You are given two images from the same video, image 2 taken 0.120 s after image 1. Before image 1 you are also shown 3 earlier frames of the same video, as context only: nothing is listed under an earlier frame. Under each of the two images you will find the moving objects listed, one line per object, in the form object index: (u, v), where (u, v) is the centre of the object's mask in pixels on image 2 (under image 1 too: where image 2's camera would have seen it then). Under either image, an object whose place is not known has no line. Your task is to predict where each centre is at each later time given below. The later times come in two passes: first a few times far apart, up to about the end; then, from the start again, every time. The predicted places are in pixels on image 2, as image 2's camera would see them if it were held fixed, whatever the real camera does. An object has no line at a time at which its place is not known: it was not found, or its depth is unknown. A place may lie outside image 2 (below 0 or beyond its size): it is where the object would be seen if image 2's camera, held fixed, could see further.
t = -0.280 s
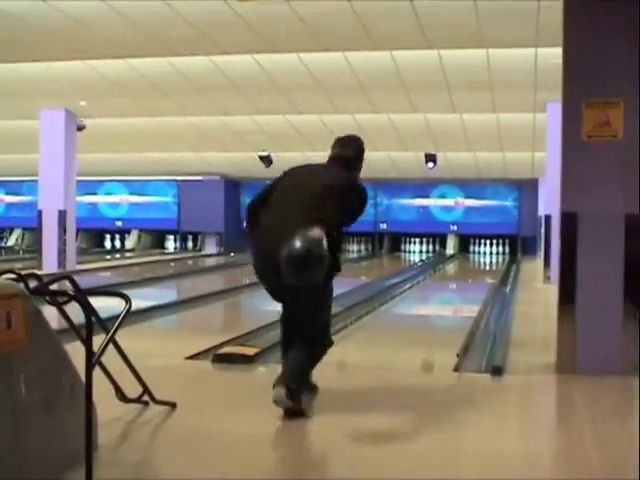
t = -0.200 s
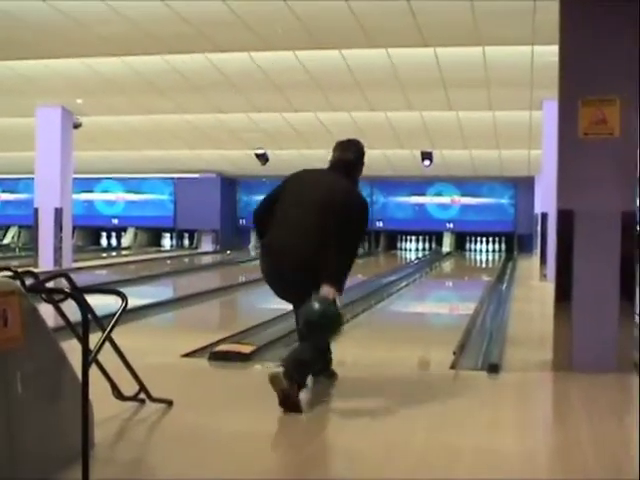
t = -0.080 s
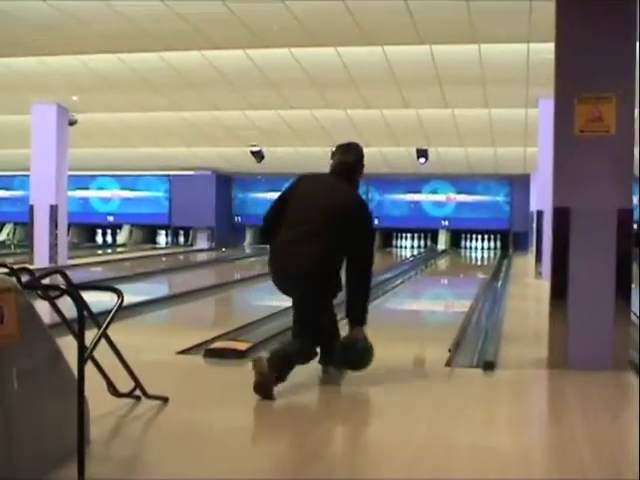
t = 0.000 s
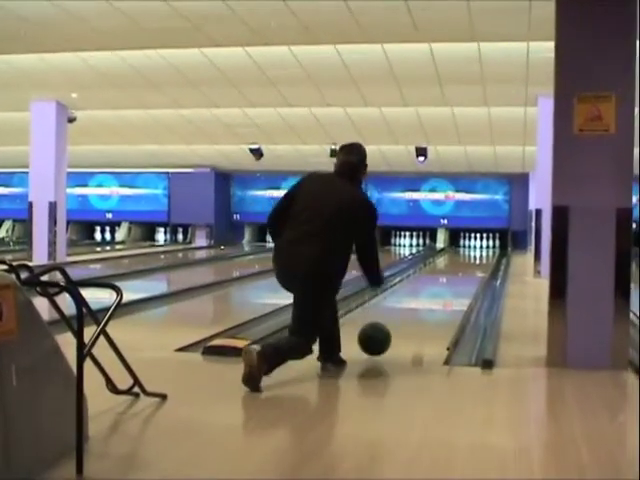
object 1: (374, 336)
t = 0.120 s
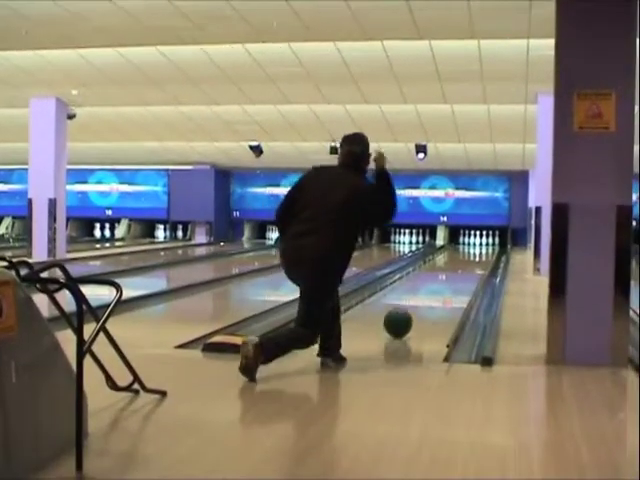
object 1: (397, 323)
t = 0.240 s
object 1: (416, 308)
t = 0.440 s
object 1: (437, 291)
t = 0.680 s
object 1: (454, 279)
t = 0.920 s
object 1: (466, 269)
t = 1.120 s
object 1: (474, 262)
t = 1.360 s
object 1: (480, 255)
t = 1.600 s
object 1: (486, 252)
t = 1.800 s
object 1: (489, 249)
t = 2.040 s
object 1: (492, 247)
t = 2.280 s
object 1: (495, 245)
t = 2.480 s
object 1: (496, 240)
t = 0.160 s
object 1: (404, 318)
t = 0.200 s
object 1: (410, 313)
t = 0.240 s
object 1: (416, 308)
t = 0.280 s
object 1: (420, 305)
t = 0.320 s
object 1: (425, 301)
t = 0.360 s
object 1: (429, 298)
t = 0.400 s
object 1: (433, 294)
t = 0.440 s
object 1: (437, 291)
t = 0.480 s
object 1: (440, 289)
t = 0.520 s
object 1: (444, 286)
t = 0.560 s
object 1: (446, 284)
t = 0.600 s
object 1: (449, 282)
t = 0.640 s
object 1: (452, 280)
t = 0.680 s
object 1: (454, 279)
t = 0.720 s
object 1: (456, 276)
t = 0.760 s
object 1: (458, 275)
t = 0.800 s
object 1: (461, 274)
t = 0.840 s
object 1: (462, 272)
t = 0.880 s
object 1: (464, 271)
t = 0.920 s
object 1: (466, 269)
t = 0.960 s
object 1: (468, 268)
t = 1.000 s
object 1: (469, 267)
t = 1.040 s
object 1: (470, 265)
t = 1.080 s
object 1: (473, 263)
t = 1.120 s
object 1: (474, 262)
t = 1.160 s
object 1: (474, 261)
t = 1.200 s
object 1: (476, 260)
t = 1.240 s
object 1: (477, 258)
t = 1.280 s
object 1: (478, 257)
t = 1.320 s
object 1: (479, 257)
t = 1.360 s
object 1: (480, 255)
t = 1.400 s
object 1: (481, 255)
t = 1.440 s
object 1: (482, 254)
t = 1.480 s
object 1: (483, 253)
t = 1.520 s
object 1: (484, 253)
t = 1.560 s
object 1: (484, 252)
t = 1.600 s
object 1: (486, 252)
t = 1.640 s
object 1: (488, 251)
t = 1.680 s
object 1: (488, 250)
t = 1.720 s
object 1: (488, 249)
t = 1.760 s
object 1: (489, 249)
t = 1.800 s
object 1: (489, 249)
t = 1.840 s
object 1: (491, 248)
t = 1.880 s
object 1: (491, 248)
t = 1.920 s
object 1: (492, 248)
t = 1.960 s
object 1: (492, 247)
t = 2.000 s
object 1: (492, 247)
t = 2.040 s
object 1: (492, 247)
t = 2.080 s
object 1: (492, 247)
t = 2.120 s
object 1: (493, 247)
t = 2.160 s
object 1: (493, 246)
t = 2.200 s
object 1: (494, 245)
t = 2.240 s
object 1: (495, 244)
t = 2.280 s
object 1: (495, 245)
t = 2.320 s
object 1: (495, 244)
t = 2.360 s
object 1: (496, 242)
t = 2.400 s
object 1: (496, 239)
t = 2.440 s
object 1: (497, 240)
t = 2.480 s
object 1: (496, 240)
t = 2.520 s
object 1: (495, 240)
